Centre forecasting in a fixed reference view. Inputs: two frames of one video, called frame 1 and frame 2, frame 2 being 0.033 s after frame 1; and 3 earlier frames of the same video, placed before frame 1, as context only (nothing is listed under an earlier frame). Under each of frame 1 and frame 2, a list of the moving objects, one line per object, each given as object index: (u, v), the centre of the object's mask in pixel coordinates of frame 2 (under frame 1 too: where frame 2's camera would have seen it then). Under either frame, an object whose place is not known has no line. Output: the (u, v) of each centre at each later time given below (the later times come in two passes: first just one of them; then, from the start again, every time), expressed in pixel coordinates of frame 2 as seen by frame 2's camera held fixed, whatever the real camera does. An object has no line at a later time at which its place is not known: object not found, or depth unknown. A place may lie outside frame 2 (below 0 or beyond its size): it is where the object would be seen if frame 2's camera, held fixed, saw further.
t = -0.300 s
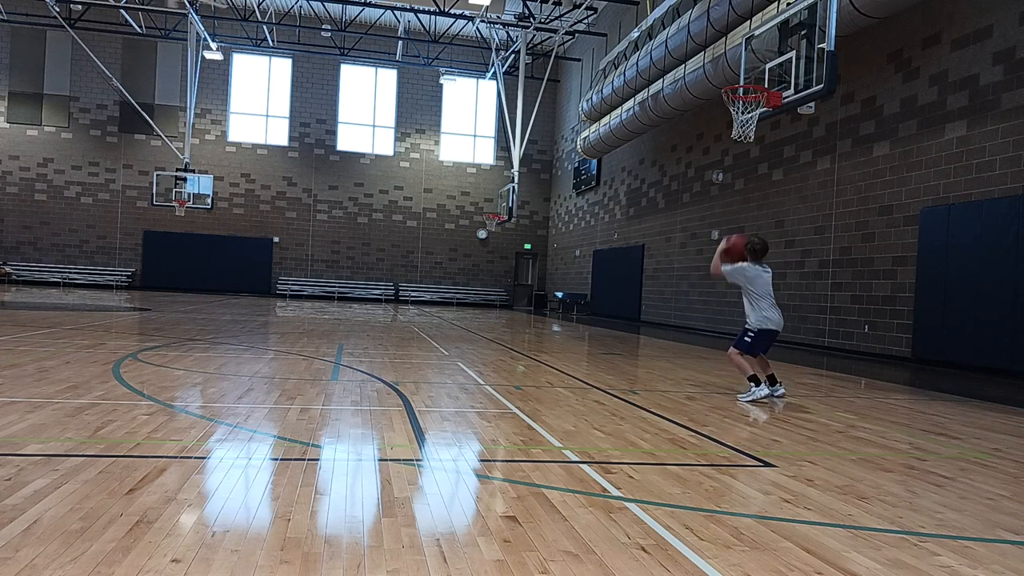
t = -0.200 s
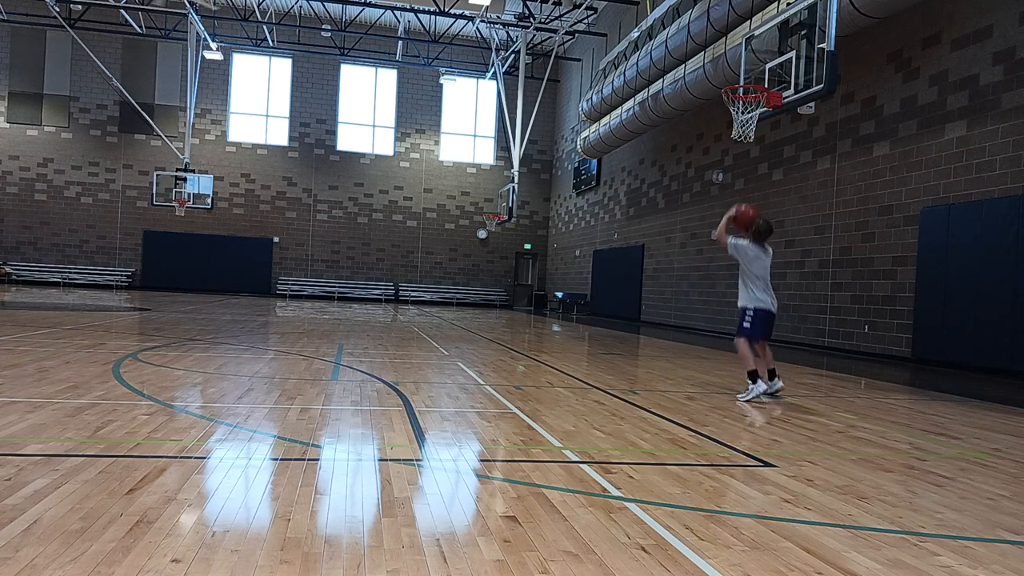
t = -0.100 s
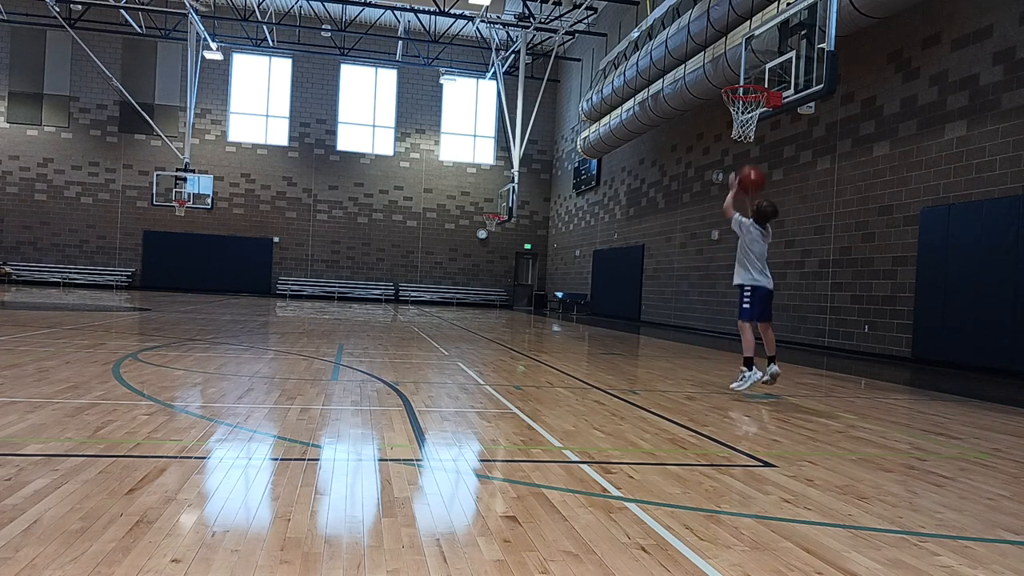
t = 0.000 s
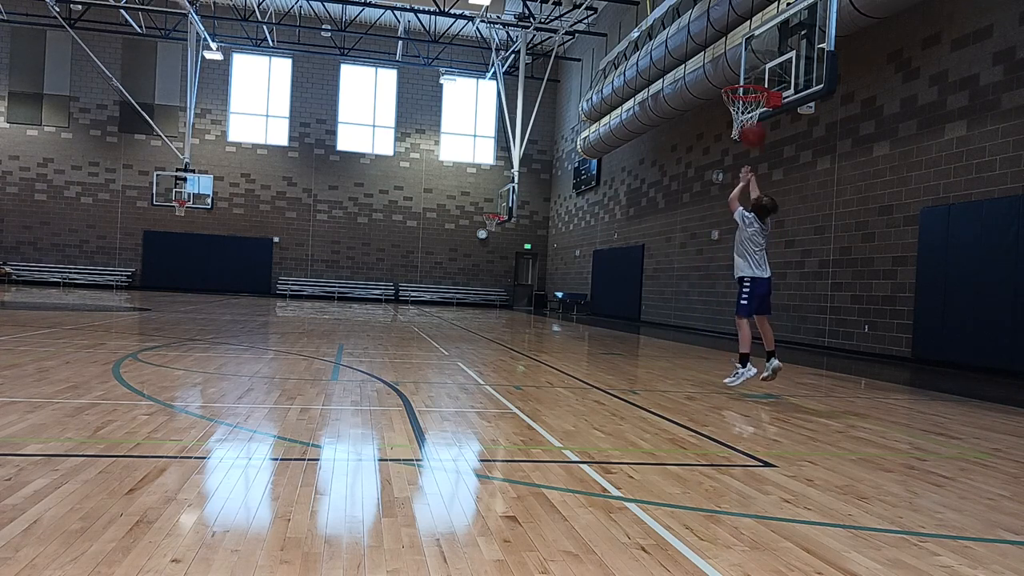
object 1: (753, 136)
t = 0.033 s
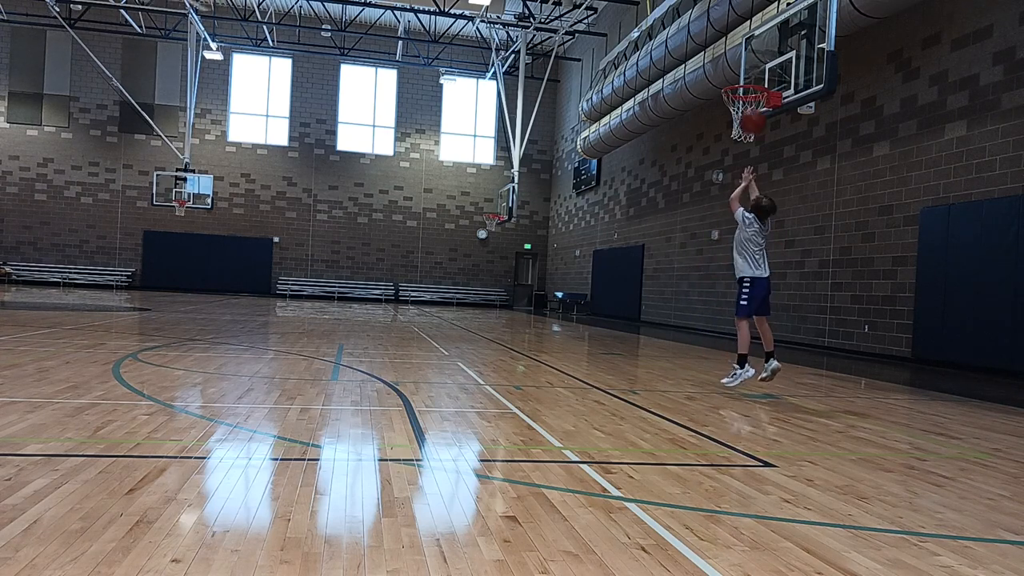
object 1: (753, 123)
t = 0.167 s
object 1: (754, 82)
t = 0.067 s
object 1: (754, 111)
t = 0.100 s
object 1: (753, 98)
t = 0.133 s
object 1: (753, 89)
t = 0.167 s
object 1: (754, 82)
